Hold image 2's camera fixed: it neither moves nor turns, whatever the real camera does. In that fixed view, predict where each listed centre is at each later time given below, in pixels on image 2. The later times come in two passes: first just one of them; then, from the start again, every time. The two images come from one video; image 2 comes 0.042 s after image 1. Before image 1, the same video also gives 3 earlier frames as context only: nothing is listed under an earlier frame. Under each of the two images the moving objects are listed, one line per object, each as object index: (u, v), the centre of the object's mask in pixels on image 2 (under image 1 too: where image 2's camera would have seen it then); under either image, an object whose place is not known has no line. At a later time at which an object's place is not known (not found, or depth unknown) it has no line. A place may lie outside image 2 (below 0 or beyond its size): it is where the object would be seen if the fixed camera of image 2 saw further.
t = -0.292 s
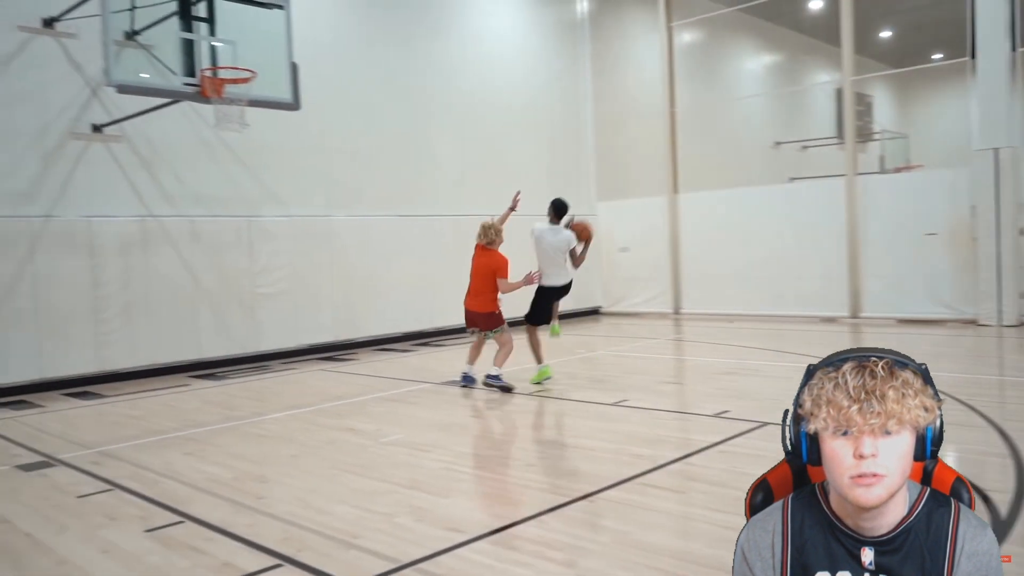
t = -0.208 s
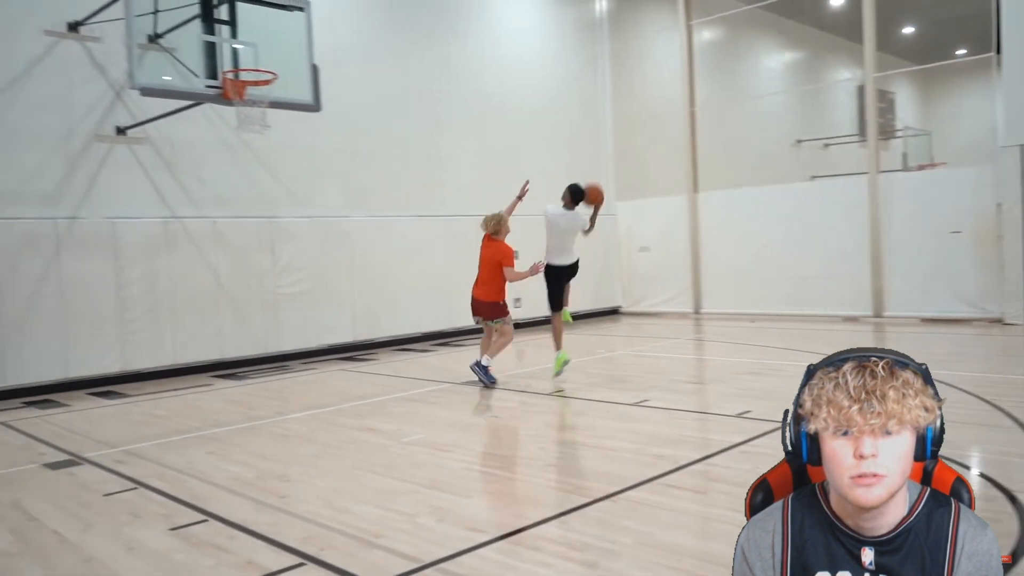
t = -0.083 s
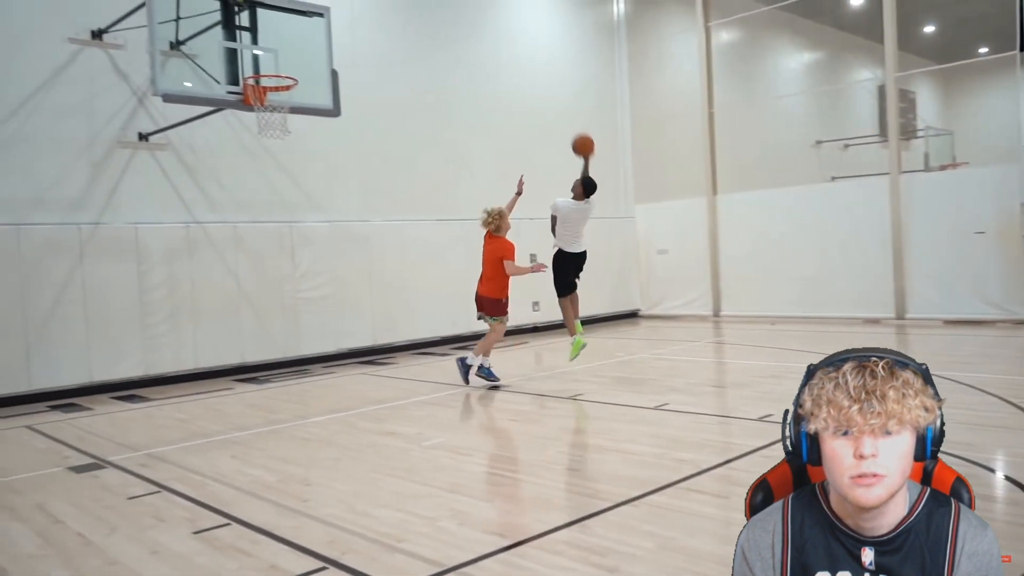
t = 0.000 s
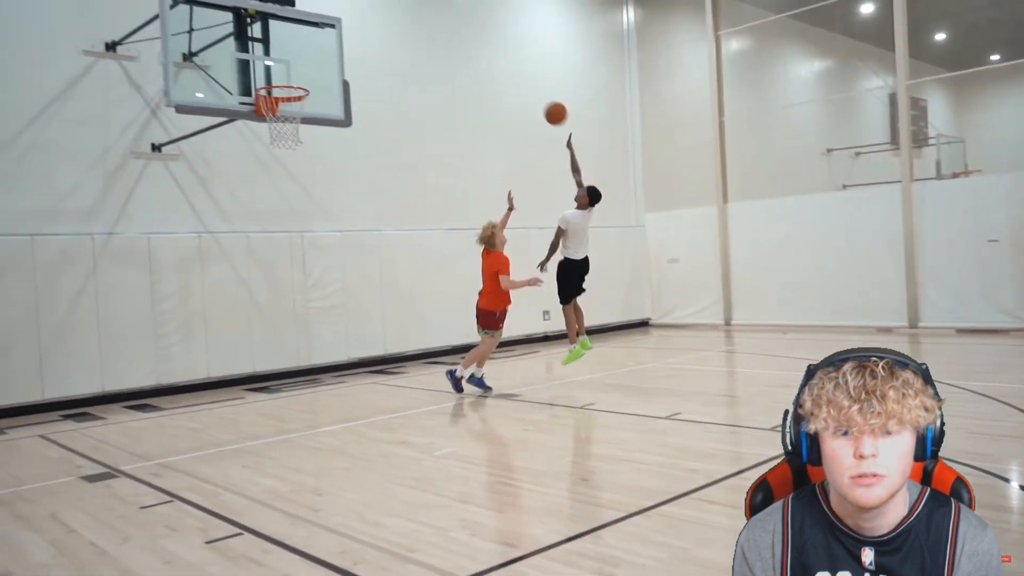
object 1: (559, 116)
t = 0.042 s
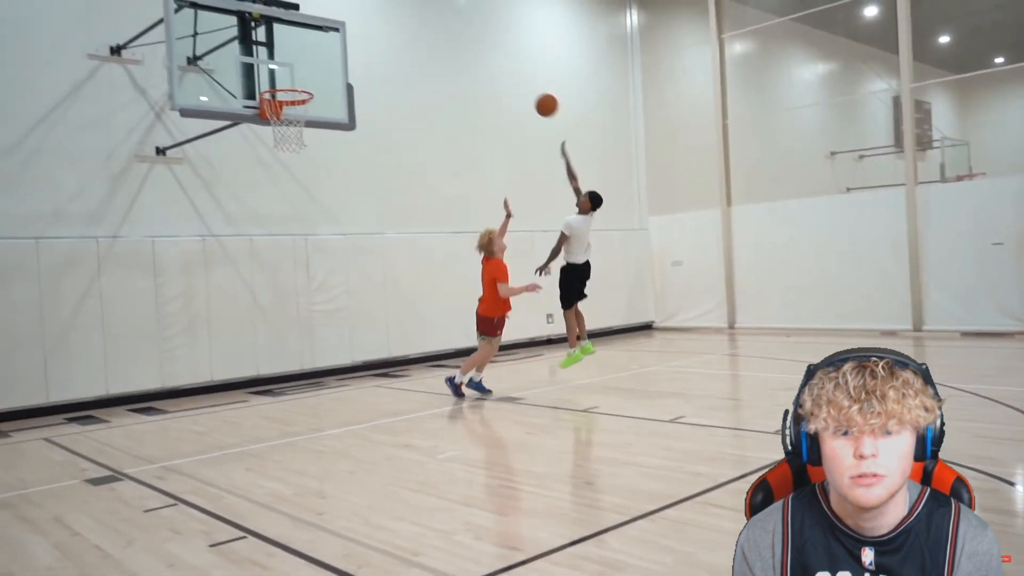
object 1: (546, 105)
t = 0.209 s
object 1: (484, 64)
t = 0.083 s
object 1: (527, 90)
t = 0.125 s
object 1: (515, 81)
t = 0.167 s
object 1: (496, 70)
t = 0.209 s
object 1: (484, 64)
